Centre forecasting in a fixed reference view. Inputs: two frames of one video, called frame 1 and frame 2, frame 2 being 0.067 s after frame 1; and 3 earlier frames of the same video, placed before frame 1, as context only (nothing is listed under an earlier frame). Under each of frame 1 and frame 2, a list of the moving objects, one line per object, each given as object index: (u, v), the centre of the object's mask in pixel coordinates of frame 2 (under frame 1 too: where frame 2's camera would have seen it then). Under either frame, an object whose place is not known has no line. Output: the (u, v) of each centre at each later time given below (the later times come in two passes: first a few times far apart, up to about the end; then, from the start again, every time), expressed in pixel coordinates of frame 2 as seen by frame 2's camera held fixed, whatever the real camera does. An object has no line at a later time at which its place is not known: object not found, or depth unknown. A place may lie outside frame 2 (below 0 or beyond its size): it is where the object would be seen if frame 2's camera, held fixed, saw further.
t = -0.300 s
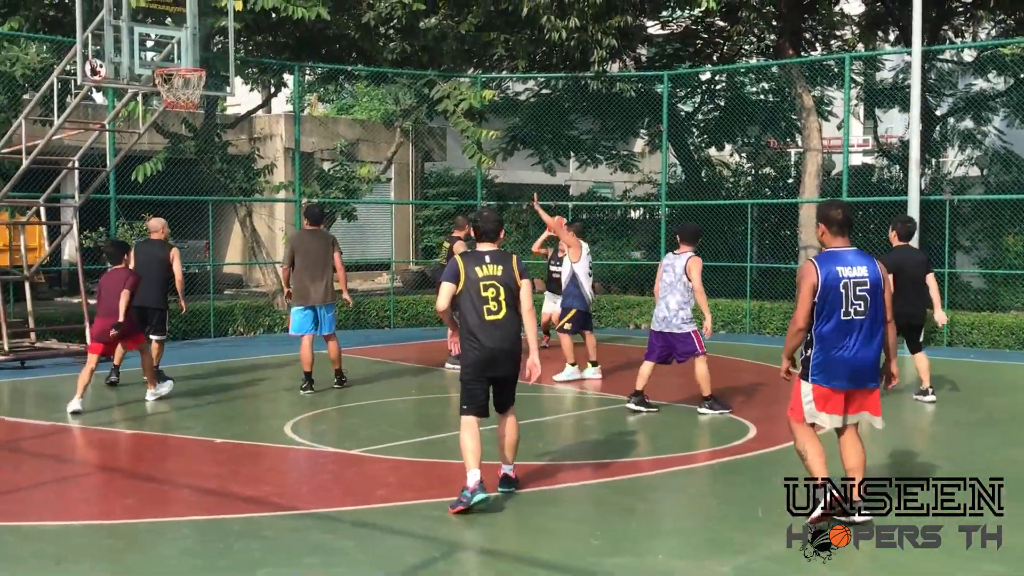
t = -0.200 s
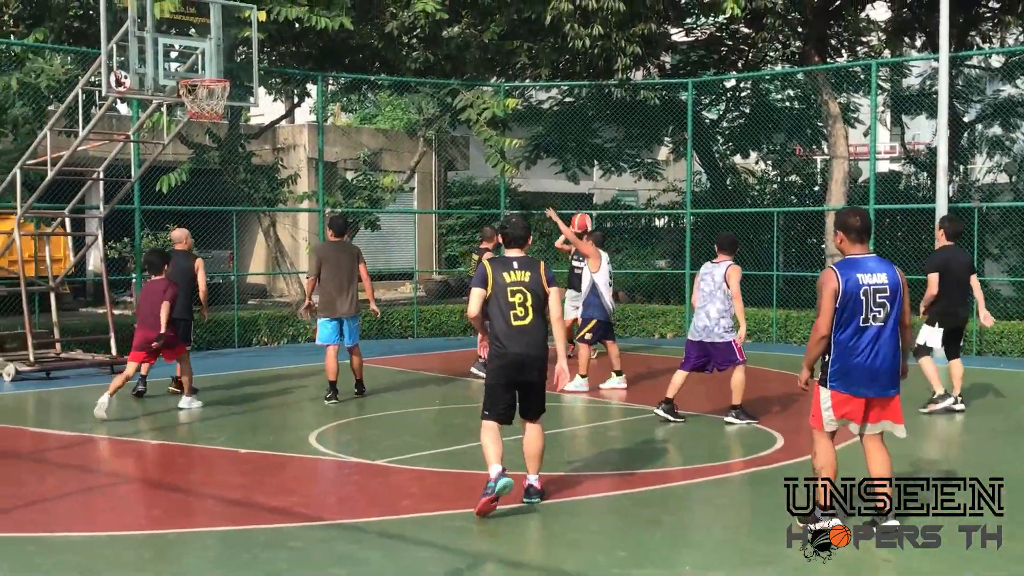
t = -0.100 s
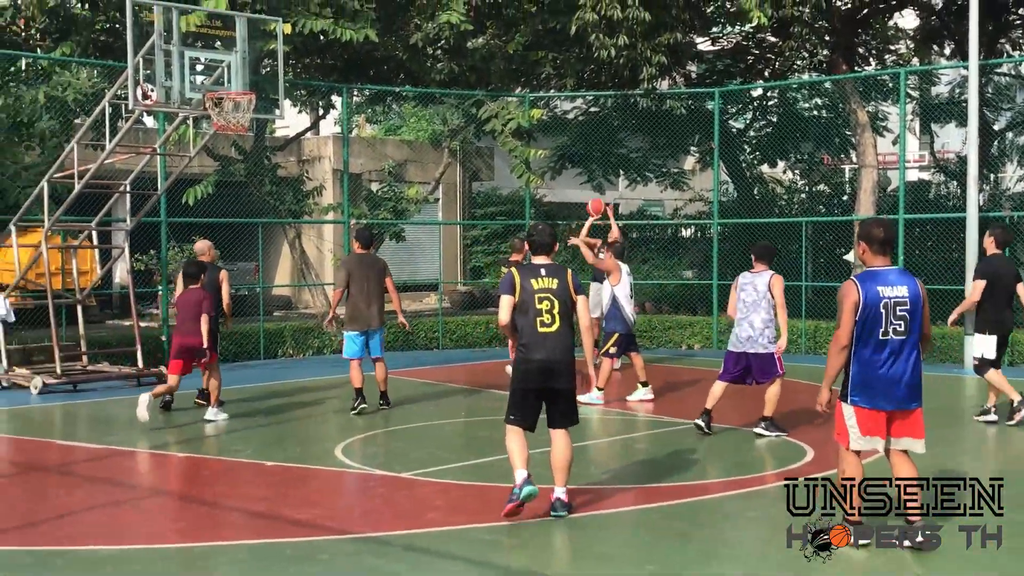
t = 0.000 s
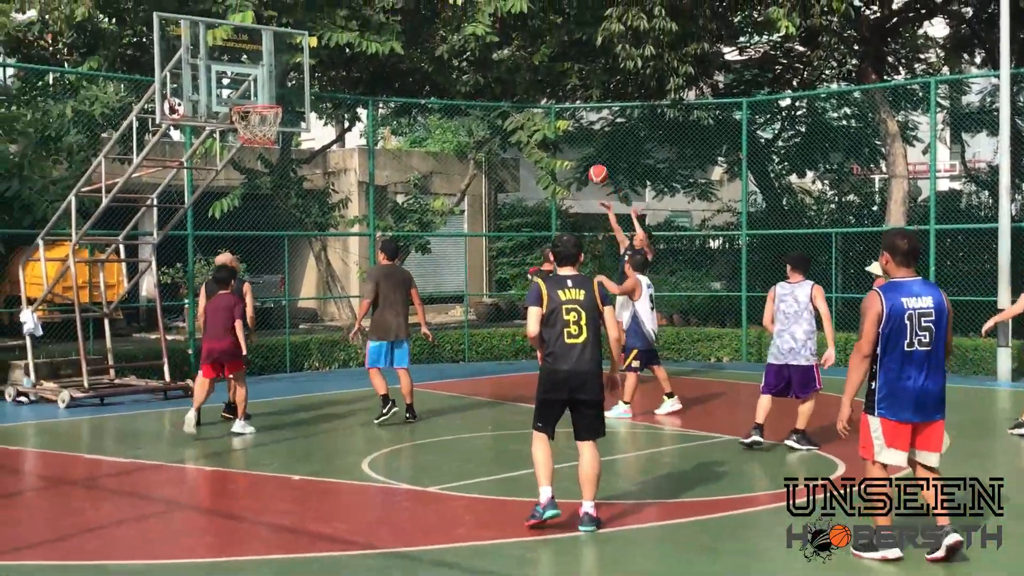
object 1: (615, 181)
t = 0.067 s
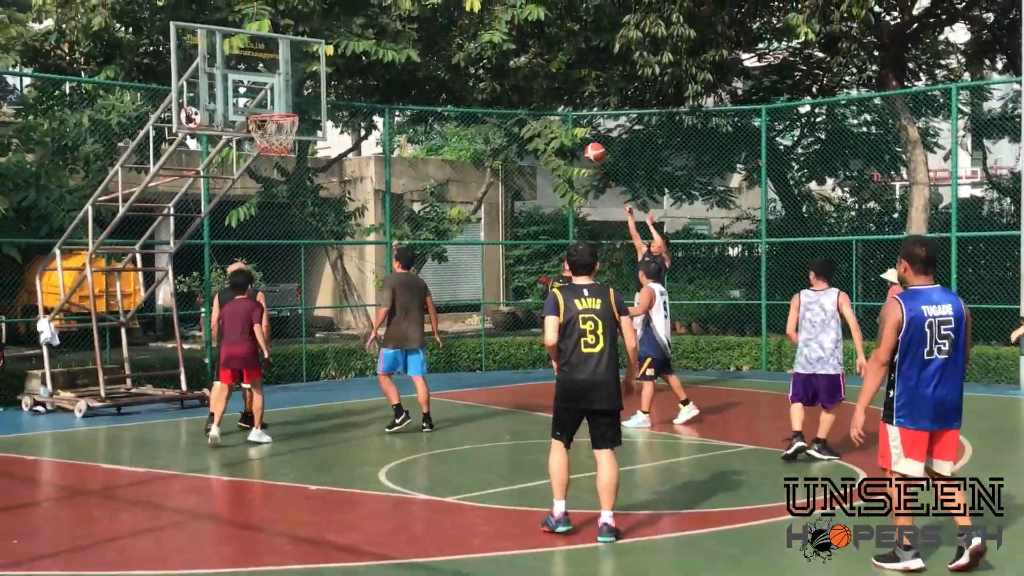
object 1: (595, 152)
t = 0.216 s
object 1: (546, 98)
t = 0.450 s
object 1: (464, 47)
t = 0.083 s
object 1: (589, 145)
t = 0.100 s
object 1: (584, 139)
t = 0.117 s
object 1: (579, 132)
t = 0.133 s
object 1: (573, 126)
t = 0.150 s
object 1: (568, 120)
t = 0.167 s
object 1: (562, 114)
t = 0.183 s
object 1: (557, 109)
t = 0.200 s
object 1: (551, 103)
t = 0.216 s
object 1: (546, 98)
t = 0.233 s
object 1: (540, 93)
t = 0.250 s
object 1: (534, 88)
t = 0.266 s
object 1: (529, 83)
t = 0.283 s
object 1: (523, 79)
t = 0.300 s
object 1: (518, 75)
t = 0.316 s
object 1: (512, 71)
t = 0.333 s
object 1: (507, 67)
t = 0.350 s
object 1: (500, 64)
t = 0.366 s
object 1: (495, 61)
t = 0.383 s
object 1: (489, 57)
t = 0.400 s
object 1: (483, 55)
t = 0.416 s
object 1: (476, 52)
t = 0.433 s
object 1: (471, 49)
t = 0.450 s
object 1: (464, 47)
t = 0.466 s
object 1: (459, 45)
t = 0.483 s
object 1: (453, 43)
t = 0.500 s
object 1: (447, 42)
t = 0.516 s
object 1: (440, 40)
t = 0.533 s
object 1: (435, 39)
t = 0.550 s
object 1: (429, 38)
